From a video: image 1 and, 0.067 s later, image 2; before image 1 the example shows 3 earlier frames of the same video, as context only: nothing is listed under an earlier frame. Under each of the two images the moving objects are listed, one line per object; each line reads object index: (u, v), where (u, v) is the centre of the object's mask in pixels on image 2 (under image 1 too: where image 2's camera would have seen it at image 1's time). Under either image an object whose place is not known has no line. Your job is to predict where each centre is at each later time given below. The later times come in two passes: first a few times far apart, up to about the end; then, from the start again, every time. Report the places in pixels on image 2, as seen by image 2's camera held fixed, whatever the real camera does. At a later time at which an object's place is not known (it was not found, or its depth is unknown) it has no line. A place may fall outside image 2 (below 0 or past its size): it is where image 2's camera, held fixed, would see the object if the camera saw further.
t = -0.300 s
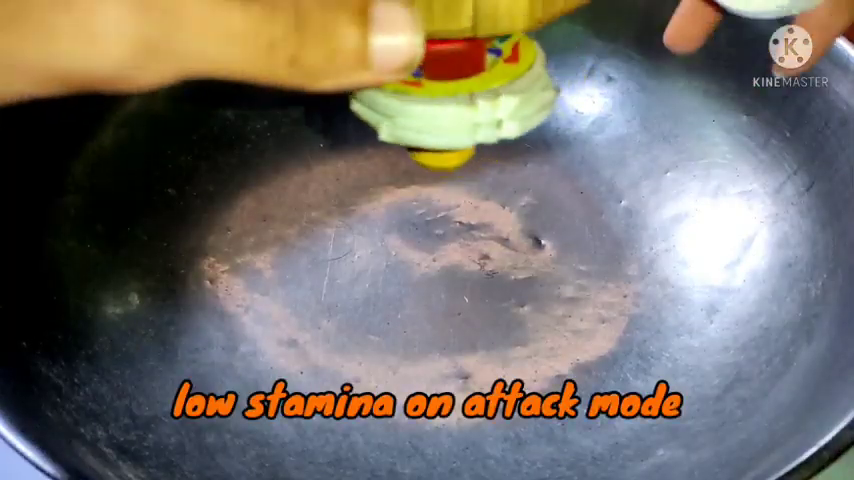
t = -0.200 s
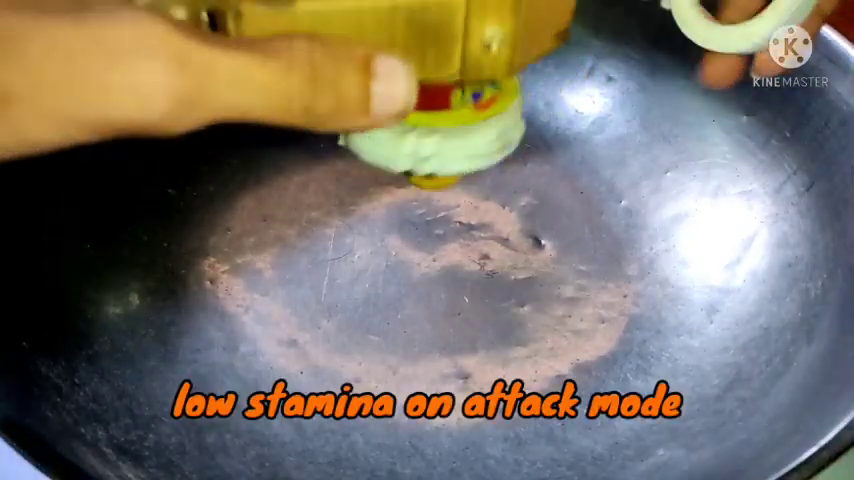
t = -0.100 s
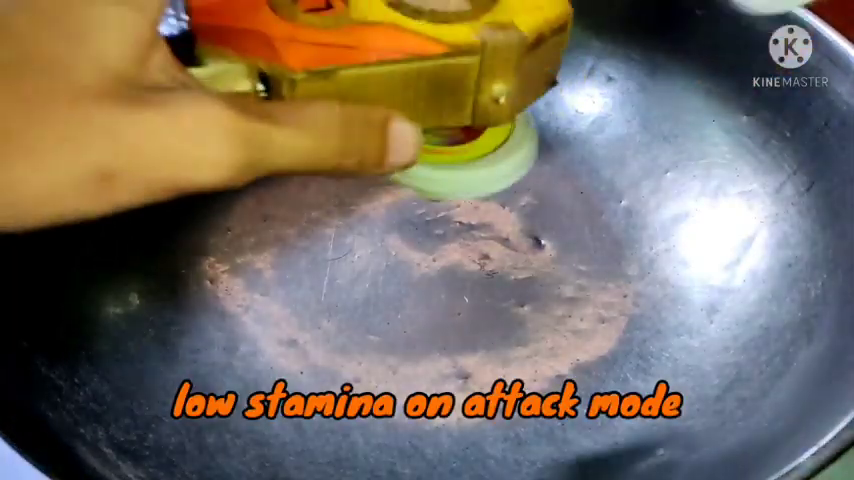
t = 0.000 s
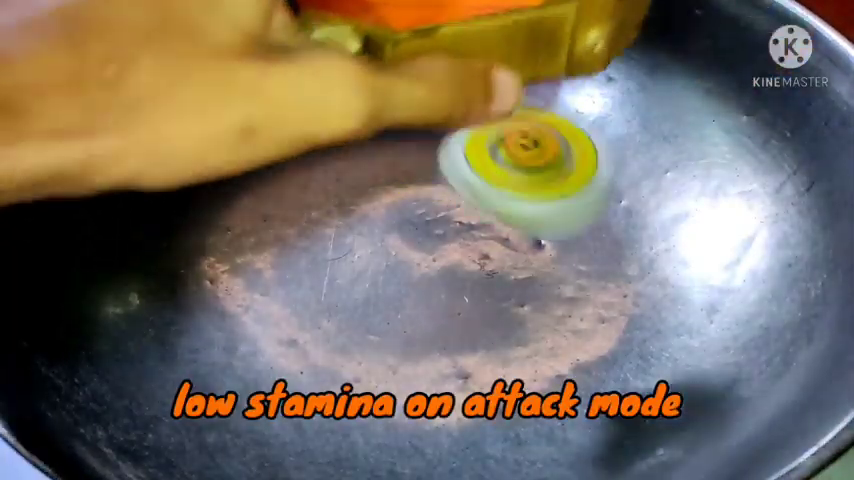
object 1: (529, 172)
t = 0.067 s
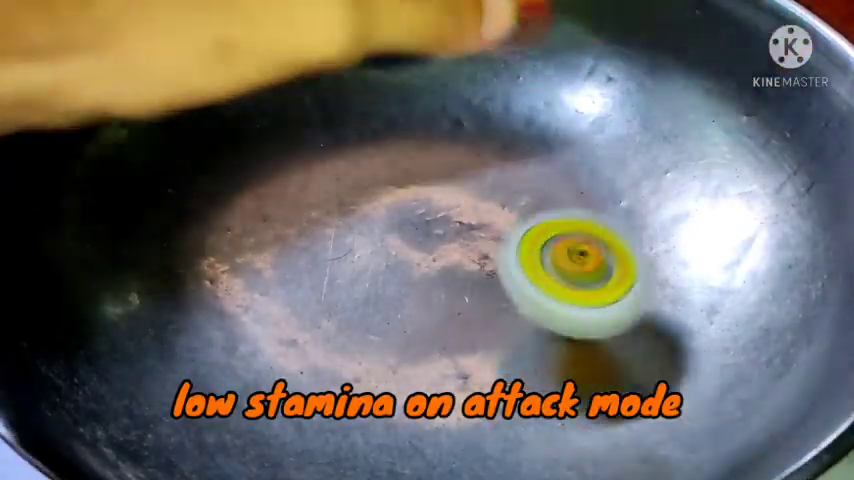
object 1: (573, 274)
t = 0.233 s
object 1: (671, 229)
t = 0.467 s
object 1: (508, 102)
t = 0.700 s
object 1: (246, 144)
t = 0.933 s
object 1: (277, 333)
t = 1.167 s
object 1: (476, 320)
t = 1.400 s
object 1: (505, 215)
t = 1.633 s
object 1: (467, 145)
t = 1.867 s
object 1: (359, 116)
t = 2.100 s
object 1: (372, 154)
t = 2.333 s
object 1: (382, 167)
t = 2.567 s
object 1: (429, 139)
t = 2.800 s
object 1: (426, 140)
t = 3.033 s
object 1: (415, 147)
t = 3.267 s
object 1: (407, 160)
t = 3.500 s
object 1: (397, 166)
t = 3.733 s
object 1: (378, 167)
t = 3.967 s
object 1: (356, 165)
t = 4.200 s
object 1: (338, 167)
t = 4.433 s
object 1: (348, 166)
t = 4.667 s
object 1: (377, 155)
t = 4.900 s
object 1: (387, 148)
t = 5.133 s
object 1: (388, 152)
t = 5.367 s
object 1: (402, 157)
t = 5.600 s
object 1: (385, 151)
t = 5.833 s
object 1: (388, 160)
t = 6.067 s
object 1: (371, 154)
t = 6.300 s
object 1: (385, 170)
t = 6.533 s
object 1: (368, 155)
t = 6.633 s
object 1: (380, 153)
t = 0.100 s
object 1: (608, 259)
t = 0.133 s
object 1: (637, 256)
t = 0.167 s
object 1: (660, 257)
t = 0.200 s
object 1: (669, 246)
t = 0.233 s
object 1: (671, 229)
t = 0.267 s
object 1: (660, 209)
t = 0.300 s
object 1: (649, 187)
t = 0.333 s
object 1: (630, 166)
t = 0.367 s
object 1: (605, 145)
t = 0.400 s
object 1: (569, 130)
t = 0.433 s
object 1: (539, 115)
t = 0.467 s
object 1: (508, 102)
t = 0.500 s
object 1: (474, 96)
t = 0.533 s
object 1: (432, 94)
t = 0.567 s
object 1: (390, 98)
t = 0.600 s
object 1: (348, 106)
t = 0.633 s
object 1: (309, 119)
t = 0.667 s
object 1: (274, 129)
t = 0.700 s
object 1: (246, 144)
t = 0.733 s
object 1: (222, 164)
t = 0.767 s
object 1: (208, 191)
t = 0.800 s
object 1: (200, 221)
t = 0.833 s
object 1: (203, 256)
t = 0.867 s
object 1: (216, 288)
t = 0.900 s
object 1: (241, 313)
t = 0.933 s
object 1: (277, 333)
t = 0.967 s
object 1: (315, 343)
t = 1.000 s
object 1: (362, 355)
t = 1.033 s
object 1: (397, 358)
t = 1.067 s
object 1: (424, 355)
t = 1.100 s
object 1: (442, 344)
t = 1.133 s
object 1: (455, 334)
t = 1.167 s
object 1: (476, 320)
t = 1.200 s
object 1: (486, 307)
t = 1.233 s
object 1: (493, 288)
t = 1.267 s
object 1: (502, 272)
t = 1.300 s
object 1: (504, 258)
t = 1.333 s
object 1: (506, 242)
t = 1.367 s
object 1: (508, 228)
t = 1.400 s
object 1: (505, 215)
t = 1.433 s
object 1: (504, 200)
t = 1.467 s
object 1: (502, 189)
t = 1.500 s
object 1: (497, 178)
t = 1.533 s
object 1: (493, 166)
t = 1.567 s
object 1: (489, 158)
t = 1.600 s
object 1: (479, 153)
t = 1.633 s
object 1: (467, 145)
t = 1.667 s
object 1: (452, 138)
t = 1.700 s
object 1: (435, 130)
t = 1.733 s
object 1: (412, 124)
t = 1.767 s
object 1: (396, 119)
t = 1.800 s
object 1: (381, 116)
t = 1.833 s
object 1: (369, 115)
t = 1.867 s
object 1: (359, 116)
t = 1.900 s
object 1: (354, 119)
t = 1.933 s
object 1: (354, 124)
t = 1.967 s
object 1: (353, 129)
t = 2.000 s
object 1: (356, 135)
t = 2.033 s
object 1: (359, 140)
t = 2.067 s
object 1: (367, 147)
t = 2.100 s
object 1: (372, 154)
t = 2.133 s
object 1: (382, 164)
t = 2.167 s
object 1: (383, 170)
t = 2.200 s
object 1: (384, 168)
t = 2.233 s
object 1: (382, 173)
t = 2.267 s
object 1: (383, 171)
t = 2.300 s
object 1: (383, 170)
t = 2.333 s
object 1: (382, 167)
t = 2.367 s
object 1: (386, 161)
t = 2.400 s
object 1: (395, 156)
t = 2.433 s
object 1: (405, 151)
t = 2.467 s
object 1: (416, 148)
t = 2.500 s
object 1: (423, 144)
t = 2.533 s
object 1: (427, 141)
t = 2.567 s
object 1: (429, 139)
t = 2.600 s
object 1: (431, 136)
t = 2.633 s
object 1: (431, 135)
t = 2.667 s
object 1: (431, 134)
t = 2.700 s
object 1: (431, 135)
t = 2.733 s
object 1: (430, 137)
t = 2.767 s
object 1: (429, 138)
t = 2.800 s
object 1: (426, 140)
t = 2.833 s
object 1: (424, 140)
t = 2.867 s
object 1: (422, 141)
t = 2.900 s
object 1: (421, 142)
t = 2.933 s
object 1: (420, 143)
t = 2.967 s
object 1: (418, 144)
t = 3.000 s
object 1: (417, 146)
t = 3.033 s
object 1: (415, 147)
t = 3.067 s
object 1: (415, 149)
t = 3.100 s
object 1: (414, 151)
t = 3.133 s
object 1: (413, 154)
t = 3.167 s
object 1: (411, 155)
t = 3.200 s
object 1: (410, 157)
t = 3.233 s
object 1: (409, 158)
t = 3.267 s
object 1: (407, 160)
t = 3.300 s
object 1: (406, 161)
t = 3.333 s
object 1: (404, 162)
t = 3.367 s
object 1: (403, 164)
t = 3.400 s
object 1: (402, 164)
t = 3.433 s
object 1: (400, 165)
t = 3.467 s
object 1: (399, 165)
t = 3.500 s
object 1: (397, 166)
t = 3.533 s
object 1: (393, 166)
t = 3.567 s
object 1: (390, 166)
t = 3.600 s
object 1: (387, 167)
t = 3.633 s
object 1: (384, 167)
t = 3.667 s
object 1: (382, 167)
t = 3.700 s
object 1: (380, 167)
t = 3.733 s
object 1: (378, 167)
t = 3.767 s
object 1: (375, 167)
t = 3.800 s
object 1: (372, 166)
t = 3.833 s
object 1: (369, 166)
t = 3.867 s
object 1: (366, 165)
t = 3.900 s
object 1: (365, 165)
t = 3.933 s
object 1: (361, 165)
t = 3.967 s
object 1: (356, 165)
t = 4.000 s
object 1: (352, 166)
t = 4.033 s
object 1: (350, 168)
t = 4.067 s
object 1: (347, 169)
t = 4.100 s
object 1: (344, 170)
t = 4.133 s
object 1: (342, 170)
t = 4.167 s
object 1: (342, 169)
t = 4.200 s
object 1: (338, 167)
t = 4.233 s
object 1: (337, 167)
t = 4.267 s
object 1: (338, 167)
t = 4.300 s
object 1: (339, 167)
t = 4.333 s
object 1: (343, 166)
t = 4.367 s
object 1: (343, 164)
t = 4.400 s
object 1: (343, 165)
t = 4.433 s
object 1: (348, 166)
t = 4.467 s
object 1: (352, 166)
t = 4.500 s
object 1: (358, 164)
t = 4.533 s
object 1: (358, 161)
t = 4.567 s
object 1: (364, 160)
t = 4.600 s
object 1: (369, 159)
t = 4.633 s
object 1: (376, 158)
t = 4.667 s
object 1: (377, 155)
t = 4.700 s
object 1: (378, 156)
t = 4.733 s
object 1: (379, 155)
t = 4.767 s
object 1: (382, 153)
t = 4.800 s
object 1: (378, 150)
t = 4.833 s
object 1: (381, 150)
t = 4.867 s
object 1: (383, 149)
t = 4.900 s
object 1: (387, 148)
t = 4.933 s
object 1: (389, 150)
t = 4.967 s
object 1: (392, 152)
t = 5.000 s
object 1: (394, 152)
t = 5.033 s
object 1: (390, 154)
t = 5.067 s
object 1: (390, 155)
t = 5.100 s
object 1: (390, 152)
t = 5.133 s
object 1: (388, 152)
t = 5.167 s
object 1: (389, 151)
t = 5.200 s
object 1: (392, 150)
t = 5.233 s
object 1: (393, 150)
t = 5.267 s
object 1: (396, 150)
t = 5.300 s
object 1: (397, 151)
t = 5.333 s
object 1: (399, 154)
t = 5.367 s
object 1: (402, 157)
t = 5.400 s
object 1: (397, 159)
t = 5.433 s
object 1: (395, 163)
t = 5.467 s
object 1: (392, 163)
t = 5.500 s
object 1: (385, 160)
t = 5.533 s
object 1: (385, 159)
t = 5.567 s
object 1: (385, 154)
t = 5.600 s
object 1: (385, 151)
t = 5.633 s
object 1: (389, 150)
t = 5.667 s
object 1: (389, 150)
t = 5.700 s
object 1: (393, 151)
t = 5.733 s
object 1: (392, 152)
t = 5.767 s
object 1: (394, 156)
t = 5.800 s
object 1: (390, 156)
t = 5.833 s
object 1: (388, 160)
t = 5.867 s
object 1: (384, 159)
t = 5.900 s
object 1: (379, 162)
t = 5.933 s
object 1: (375, 159)
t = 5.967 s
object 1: (370, 160)
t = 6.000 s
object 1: (369, 157)
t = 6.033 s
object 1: (368, 155)
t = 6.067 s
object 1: (371, 154)
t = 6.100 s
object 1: (374, 152)
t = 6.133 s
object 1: (379, 154)
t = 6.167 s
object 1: (382, 153)
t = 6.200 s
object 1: (387, 158)
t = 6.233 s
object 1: (389, 161)
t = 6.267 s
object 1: (387, 163)
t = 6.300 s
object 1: (385, 170)
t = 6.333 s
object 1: (379, 169)
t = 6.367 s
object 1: (375, 171)
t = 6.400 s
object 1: (368, 170)
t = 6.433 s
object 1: (367, 165)
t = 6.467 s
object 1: (364, 163)
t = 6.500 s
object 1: (366, 159)
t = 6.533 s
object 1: (368, 155)
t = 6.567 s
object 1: (370, 155)
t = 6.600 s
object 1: (375, 152)
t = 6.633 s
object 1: (380, 153)
